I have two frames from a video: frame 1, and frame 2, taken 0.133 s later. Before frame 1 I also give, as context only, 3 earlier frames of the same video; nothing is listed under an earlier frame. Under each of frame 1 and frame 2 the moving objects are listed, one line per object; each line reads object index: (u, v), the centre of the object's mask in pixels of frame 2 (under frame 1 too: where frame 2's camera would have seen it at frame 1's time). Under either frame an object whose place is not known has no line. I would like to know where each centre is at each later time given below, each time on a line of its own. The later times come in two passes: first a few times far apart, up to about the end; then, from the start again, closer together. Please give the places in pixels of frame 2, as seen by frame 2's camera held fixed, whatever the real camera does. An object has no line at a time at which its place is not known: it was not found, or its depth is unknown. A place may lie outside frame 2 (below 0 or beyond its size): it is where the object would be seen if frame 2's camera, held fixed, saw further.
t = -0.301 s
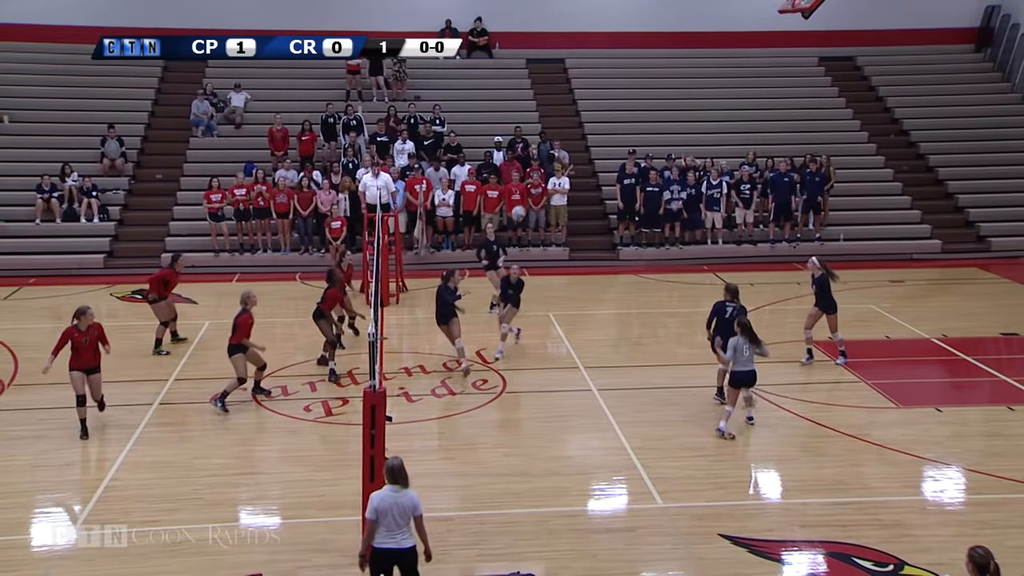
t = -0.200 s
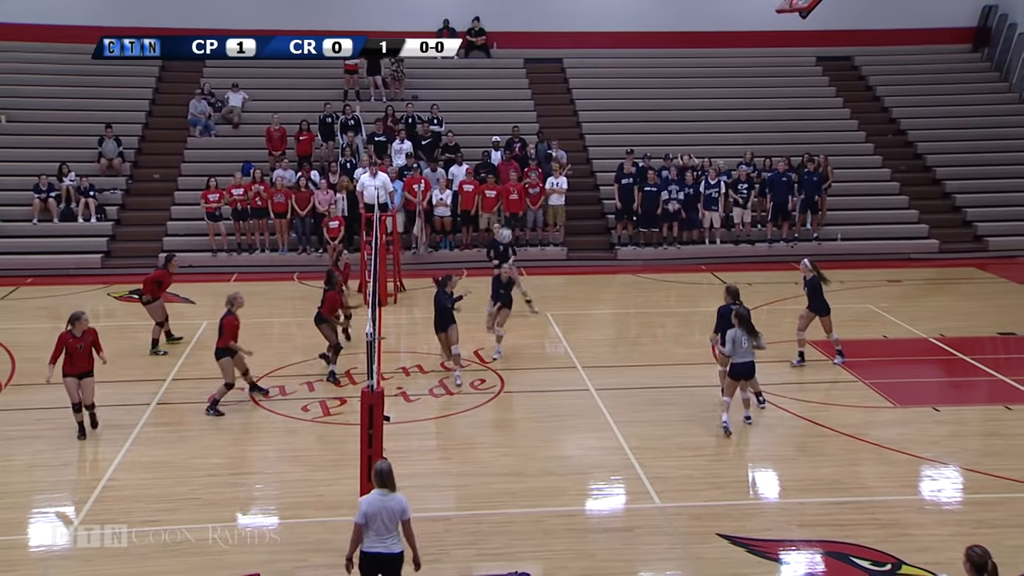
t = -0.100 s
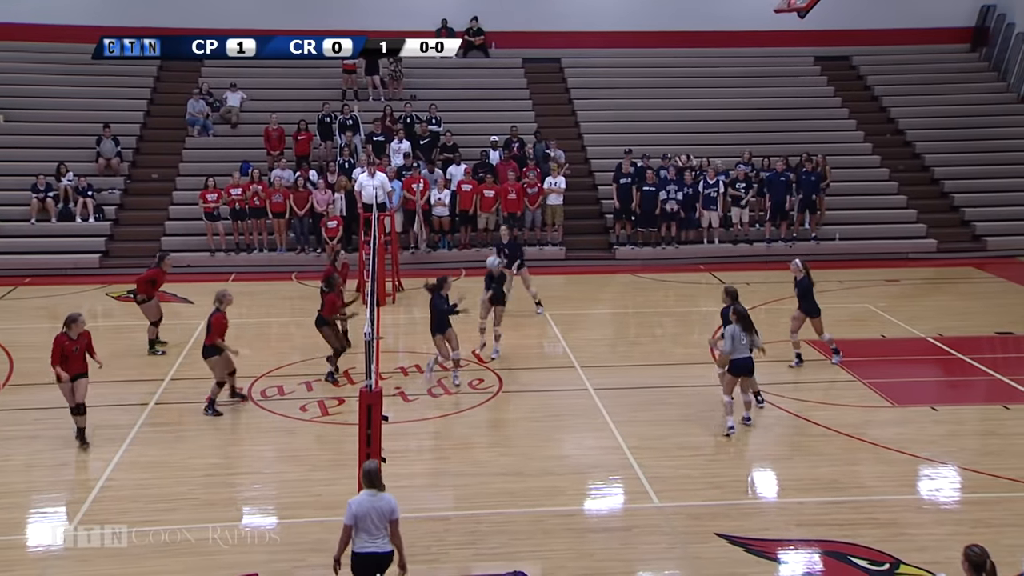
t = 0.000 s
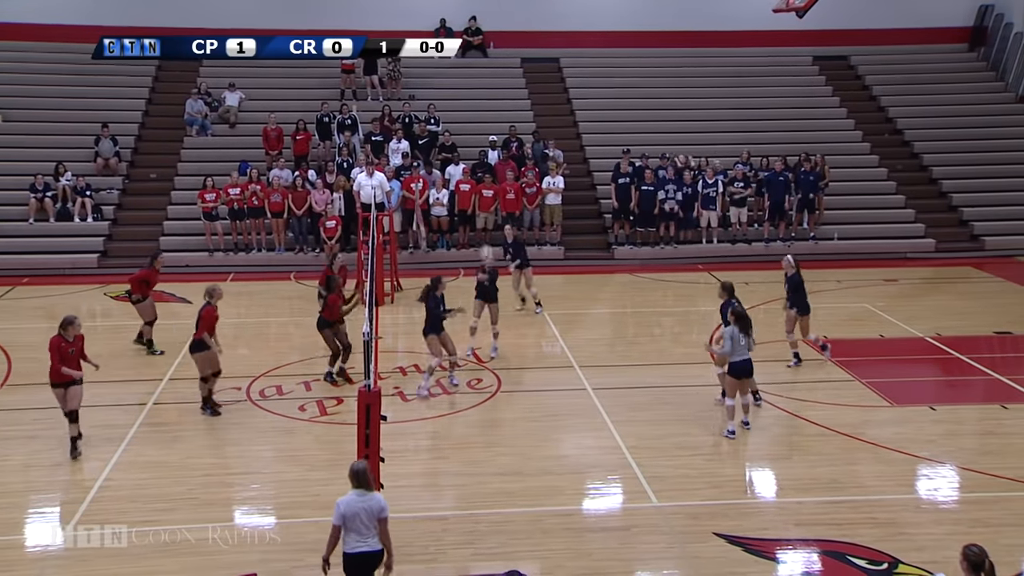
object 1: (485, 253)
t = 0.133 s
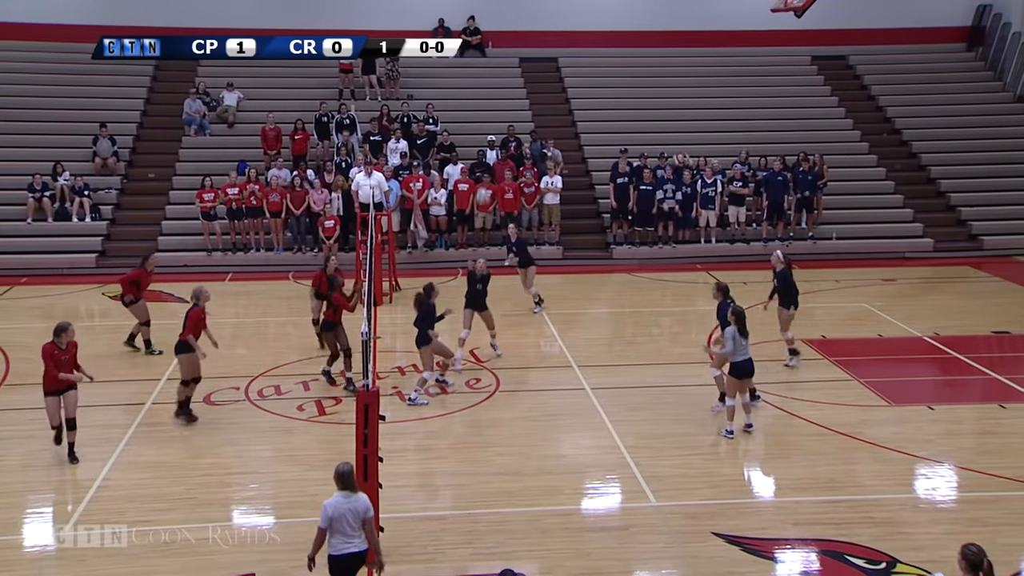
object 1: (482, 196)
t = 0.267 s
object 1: (481, 149)
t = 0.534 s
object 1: (479, 85)
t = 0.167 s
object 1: (482, 182)
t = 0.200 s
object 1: (481, 170)
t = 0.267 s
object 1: (481, 149)
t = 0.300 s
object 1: (481, 137)
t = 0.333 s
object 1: (481, 127)
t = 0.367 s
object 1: (481, 120)
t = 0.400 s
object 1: (480, 110)
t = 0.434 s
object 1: (480, 104)
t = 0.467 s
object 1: (479, 96)
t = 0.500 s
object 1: (479, 91)
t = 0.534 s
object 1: (479, 85)
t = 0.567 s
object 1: (479, 82)
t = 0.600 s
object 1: (478, 79)
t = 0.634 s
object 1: (478, 77)
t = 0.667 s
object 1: (478, 75)
